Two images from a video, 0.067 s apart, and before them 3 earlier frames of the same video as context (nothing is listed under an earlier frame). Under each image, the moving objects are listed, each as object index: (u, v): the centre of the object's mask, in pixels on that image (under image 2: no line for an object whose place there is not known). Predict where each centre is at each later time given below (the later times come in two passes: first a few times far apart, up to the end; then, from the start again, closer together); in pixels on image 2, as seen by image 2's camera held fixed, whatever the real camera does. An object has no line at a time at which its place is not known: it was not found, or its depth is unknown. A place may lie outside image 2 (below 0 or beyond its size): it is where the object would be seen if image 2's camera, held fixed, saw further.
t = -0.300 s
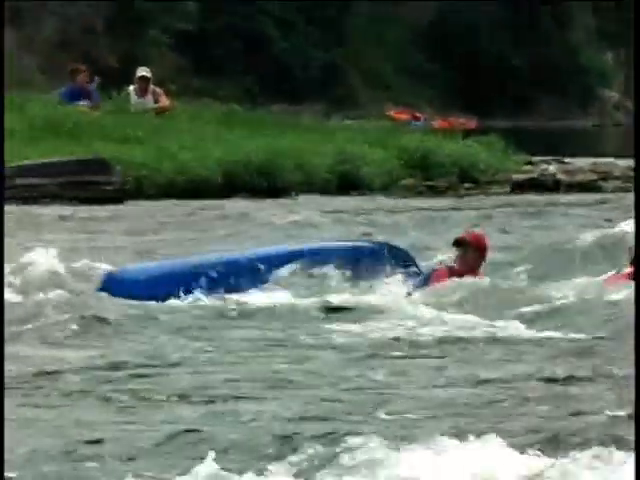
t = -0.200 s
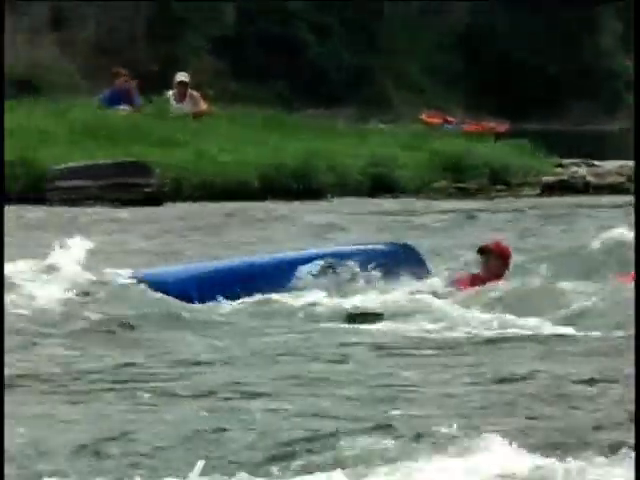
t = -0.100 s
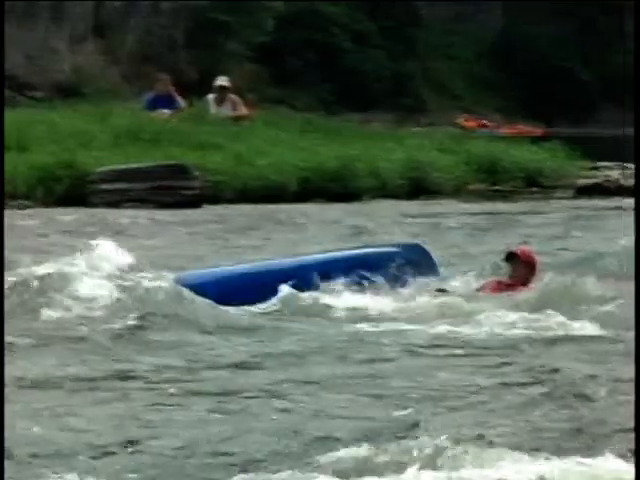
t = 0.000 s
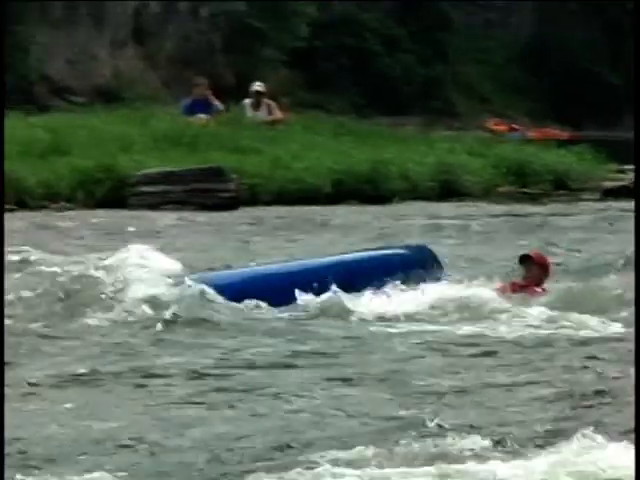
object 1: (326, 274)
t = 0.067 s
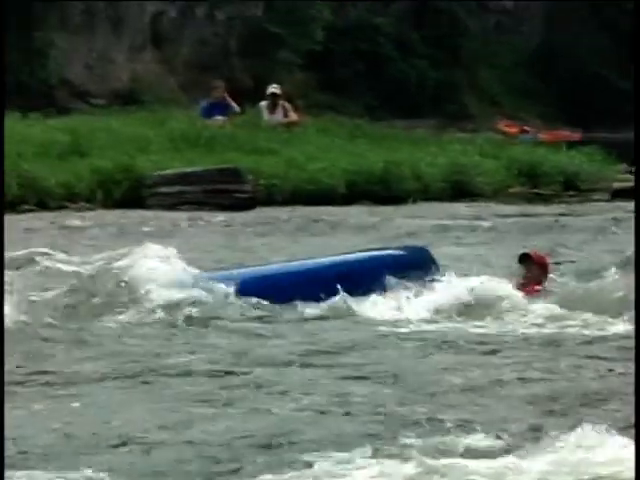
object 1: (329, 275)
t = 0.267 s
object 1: (314, 275)
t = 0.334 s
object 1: (299, 275)
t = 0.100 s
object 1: (331, 274)
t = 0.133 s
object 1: (328, 275)
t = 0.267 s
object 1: (314, 275)
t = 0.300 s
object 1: (307, 276)
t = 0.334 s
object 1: (299, 275)
